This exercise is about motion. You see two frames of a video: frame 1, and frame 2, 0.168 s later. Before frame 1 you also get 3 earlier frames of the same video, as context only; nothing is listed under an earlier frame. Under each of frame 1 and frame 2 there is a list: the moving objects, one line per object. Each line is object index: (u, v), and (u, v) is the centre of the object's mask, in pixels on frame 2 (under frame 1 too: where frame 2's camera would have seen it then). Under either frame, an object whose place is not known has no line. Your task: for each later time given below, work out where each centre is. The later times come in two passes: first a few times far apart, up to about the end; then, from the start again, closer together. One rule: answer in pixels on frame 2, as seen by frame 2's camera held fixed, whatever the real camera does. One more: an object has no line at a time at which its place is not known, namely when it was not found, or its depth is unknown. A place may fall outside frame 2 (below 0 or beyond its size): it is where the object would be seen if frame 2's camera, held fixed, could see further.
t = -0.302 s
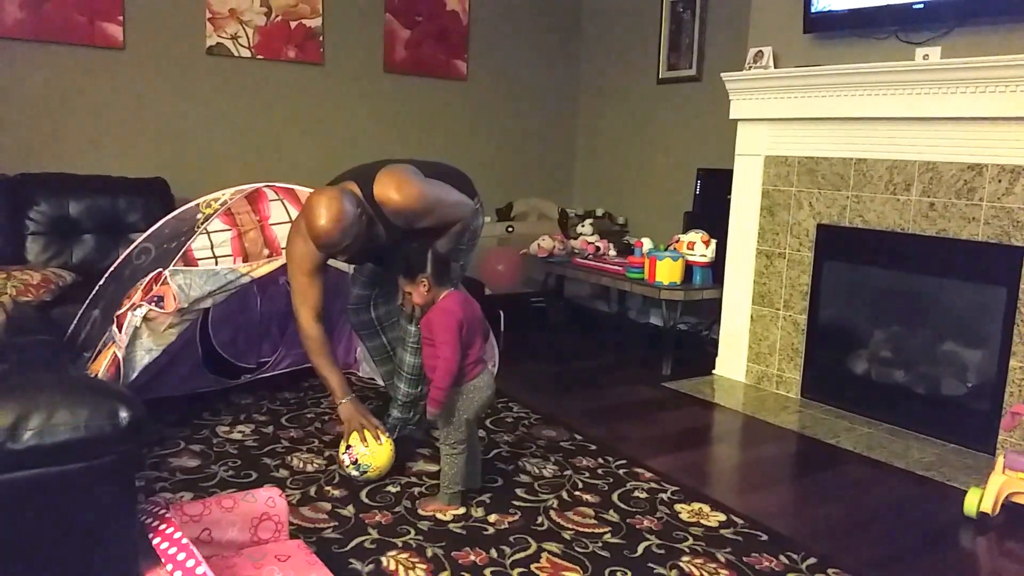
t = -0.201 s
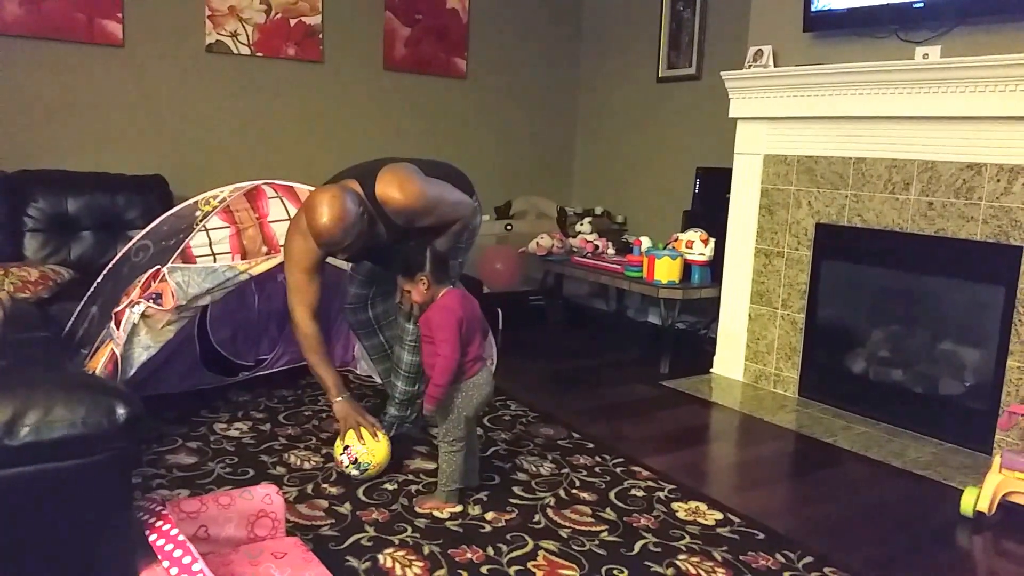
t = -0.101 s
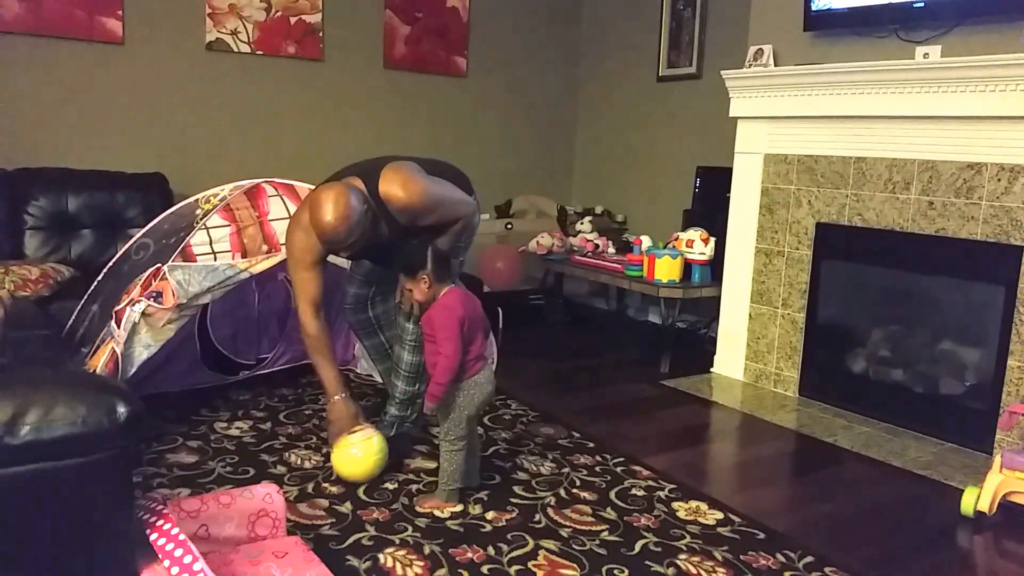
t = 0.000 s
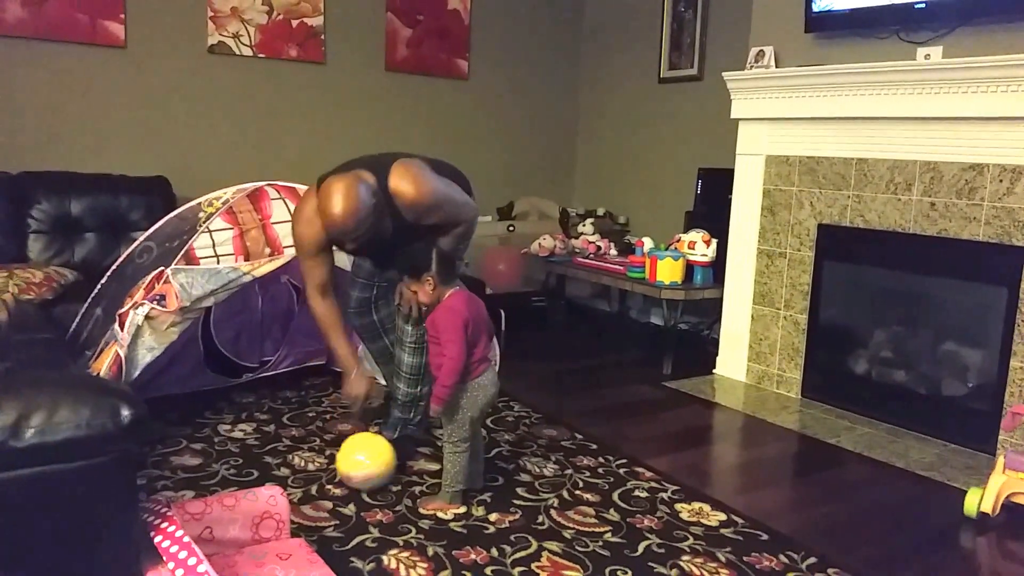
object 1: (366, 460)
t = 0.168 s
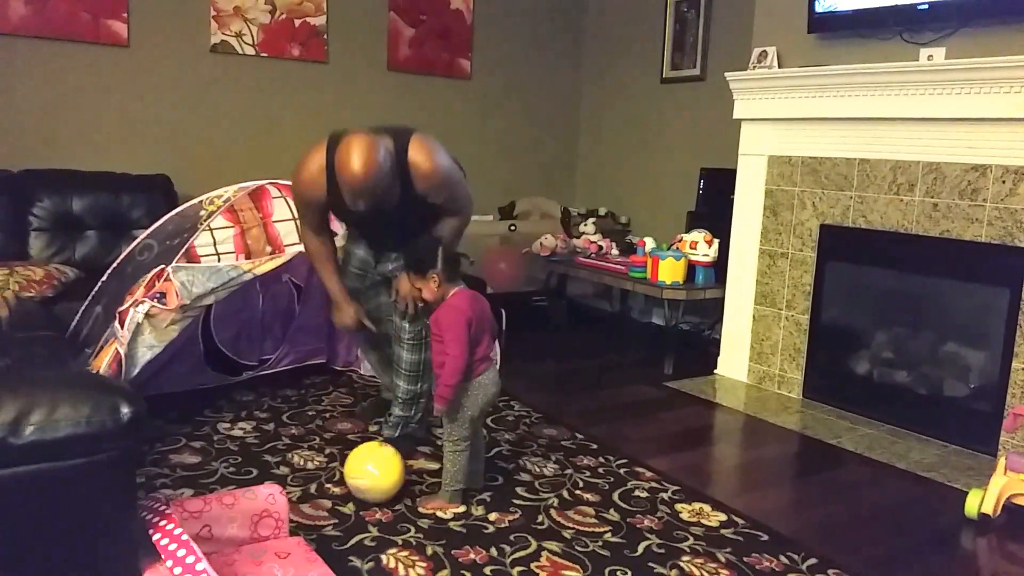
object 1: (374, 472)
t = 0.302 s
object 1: (378, 483)
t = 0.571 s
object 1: (391, 508)
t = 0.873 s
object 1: (409, 533)
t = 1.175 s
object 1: (416, 556)
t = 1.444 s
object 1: (432, 567)
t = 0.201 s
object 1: (378, 475)
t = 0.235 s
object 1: (379, 479)
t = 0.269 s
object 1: (376, 482)
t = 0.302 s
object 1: (378, 483)
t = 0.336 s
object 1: (382, 485)
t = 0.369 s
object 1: (386, 489)
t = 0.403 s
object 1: (385, 493)
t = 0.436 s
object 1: (382, 495)
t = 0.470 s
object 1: (385, 496)
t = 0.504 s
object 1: (391, 499)
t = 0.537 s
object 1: (393, 503)
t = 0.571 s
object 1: (391, 508)
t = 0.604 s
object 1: (389, 509)
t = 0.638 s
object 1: (393, 510)
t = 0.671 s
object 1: (399, 513)
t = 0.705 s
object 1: (401, 518)
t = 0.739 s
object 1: (398, 522)
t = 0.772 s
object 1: (397, 524)
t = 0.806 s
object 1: (400, 524)
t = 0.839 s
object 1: (407, 527)
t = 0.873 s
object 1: (409, 533)
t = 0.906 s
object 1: (407, 537)
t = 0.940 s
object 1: (404, 539)
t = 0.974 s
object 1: (406, 539)
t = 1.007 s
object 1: (411, 541)
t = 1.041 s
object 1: (416, 546)
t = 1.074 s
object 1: (415, 552)
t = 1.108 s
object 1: (412, 554)
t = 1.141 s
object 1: (412, 555)
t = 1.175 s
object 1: (416, 556)
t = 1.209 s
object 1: (421, 557)
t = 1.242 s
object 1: (424, 559)
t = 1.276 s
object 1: (421, 562)
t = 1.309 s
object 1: (419, 562)
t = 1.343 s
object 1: (418, 561)
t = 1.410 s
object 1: (430, 564)
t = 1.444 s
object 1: (432, 567)
